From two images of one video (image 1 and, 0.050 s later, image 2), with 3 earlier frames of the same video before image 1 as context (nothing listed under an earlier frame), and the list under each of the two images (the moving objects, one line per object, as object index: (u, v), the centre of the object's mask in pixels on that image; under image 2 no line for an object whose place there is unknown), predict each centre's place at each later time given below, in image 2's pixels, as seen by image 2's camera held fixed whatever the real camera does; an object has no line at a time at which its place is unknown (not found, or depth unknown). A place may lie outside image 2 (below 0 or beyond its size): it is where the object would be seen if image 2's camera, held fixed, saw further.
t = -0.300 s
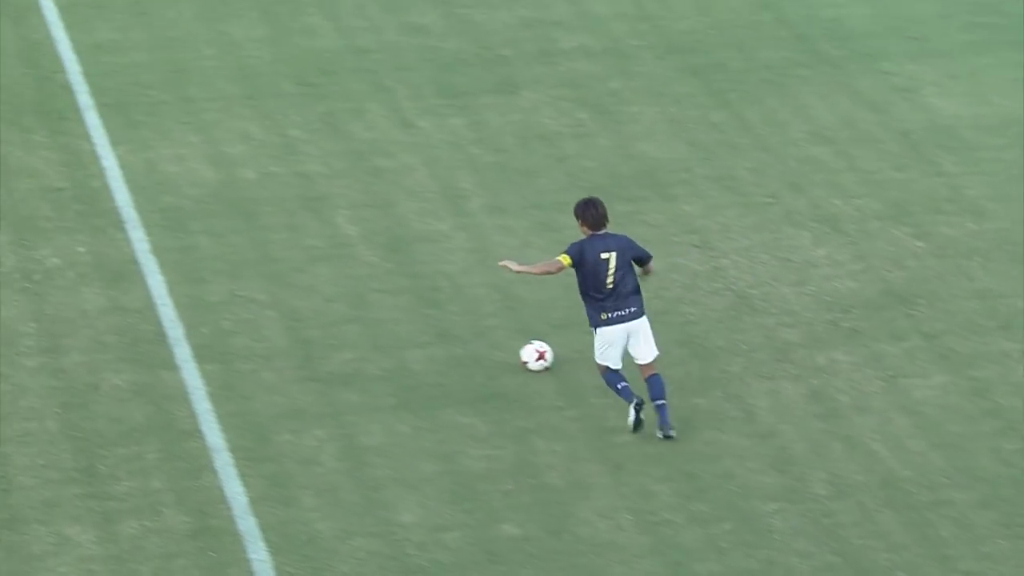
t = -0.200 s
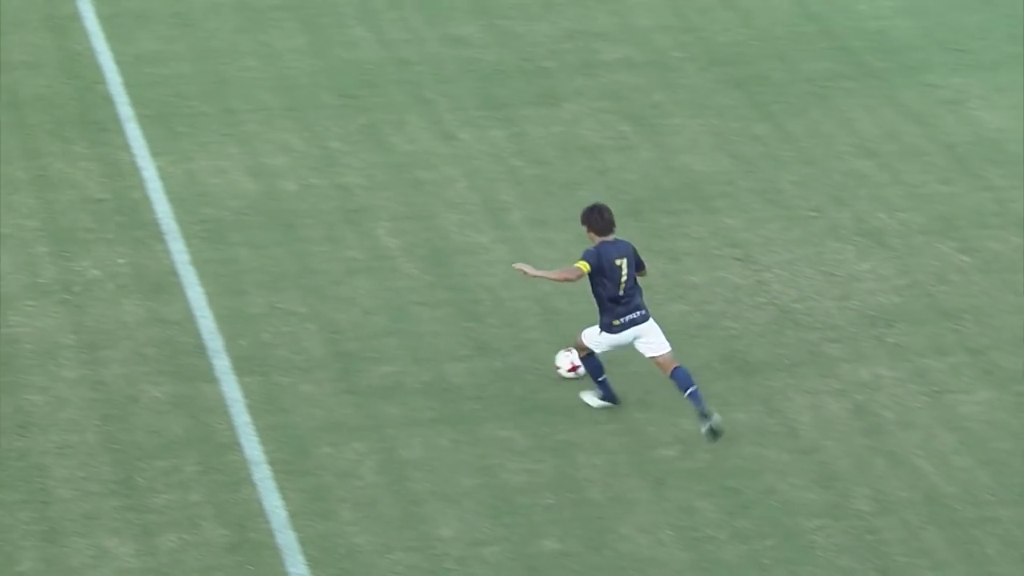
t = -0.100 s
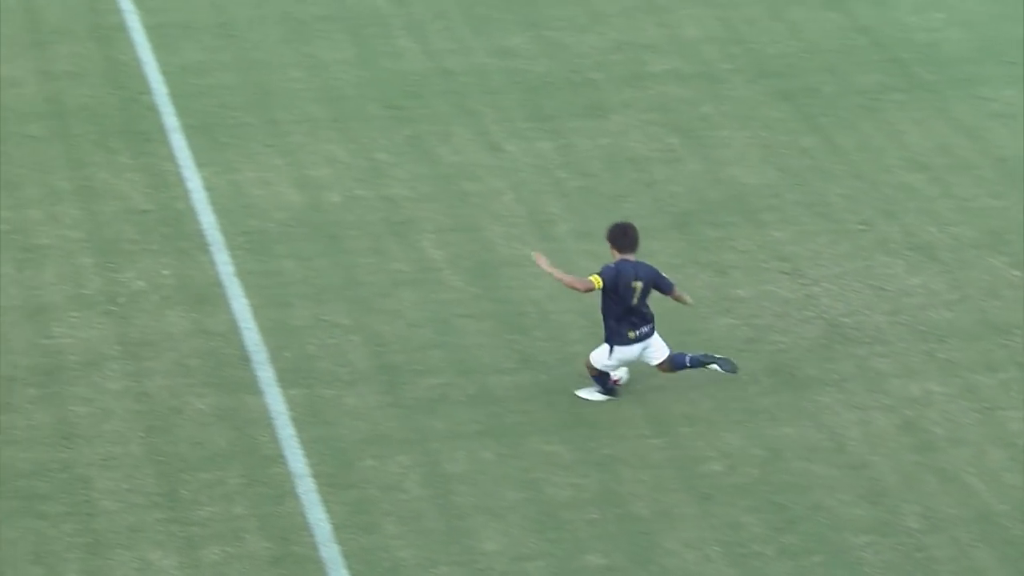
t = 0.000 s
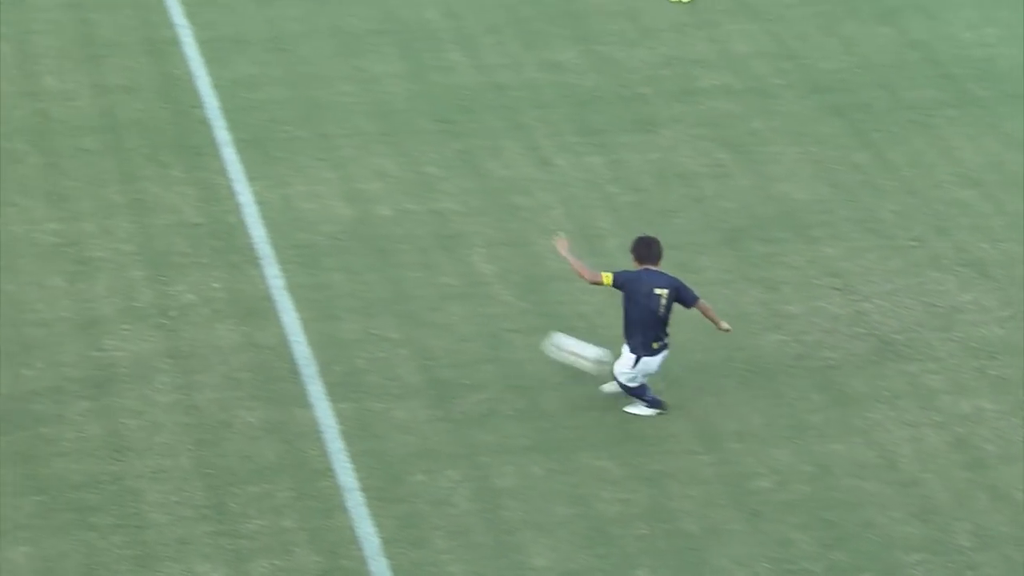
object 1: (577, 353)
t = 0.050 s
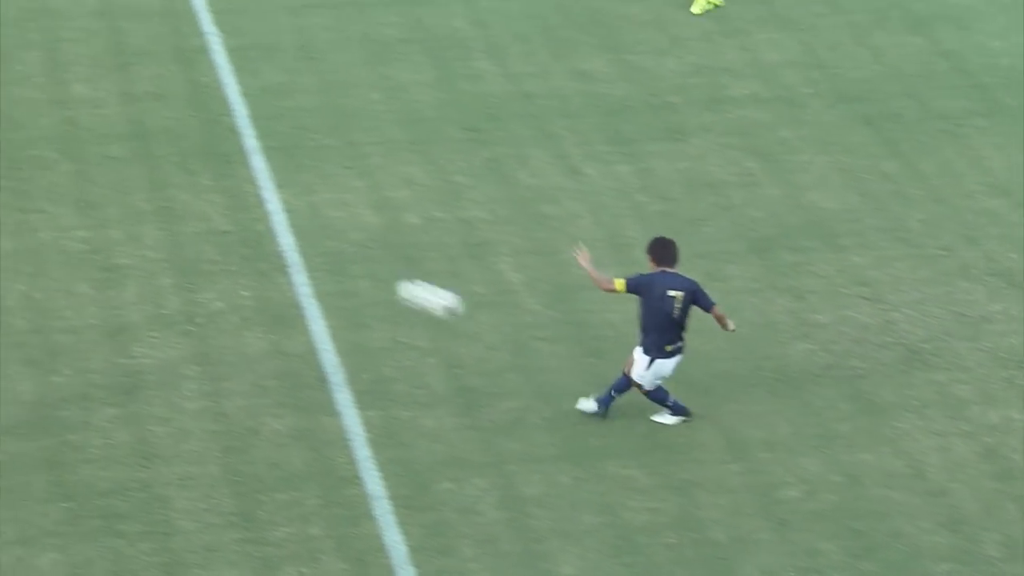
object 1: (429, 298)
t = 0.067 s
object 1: (371, 277)
